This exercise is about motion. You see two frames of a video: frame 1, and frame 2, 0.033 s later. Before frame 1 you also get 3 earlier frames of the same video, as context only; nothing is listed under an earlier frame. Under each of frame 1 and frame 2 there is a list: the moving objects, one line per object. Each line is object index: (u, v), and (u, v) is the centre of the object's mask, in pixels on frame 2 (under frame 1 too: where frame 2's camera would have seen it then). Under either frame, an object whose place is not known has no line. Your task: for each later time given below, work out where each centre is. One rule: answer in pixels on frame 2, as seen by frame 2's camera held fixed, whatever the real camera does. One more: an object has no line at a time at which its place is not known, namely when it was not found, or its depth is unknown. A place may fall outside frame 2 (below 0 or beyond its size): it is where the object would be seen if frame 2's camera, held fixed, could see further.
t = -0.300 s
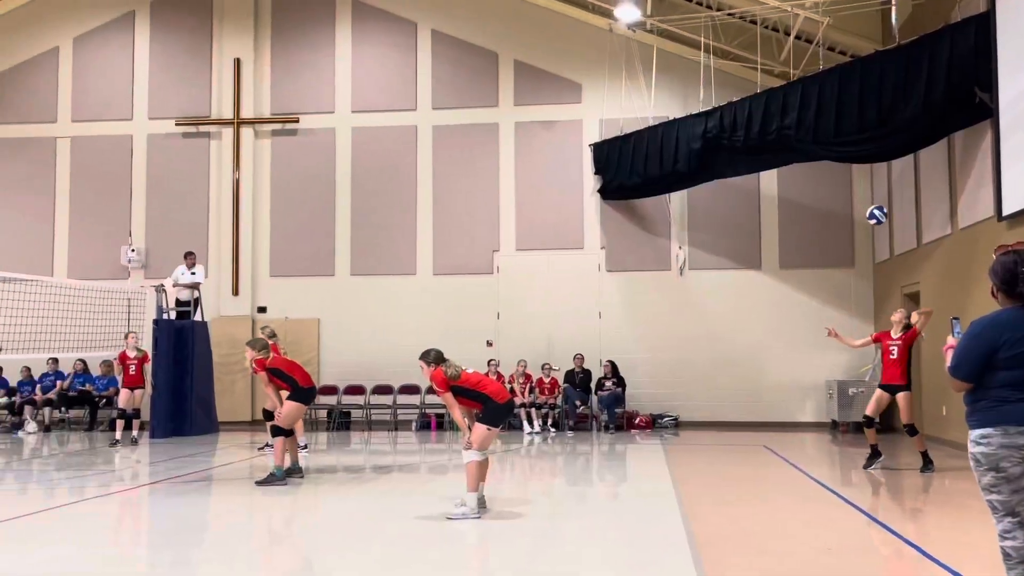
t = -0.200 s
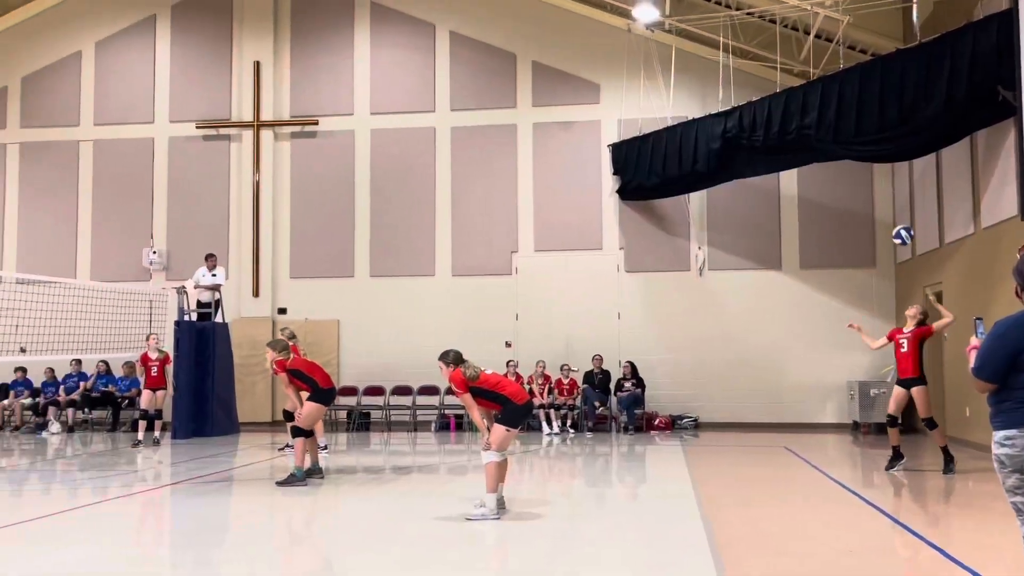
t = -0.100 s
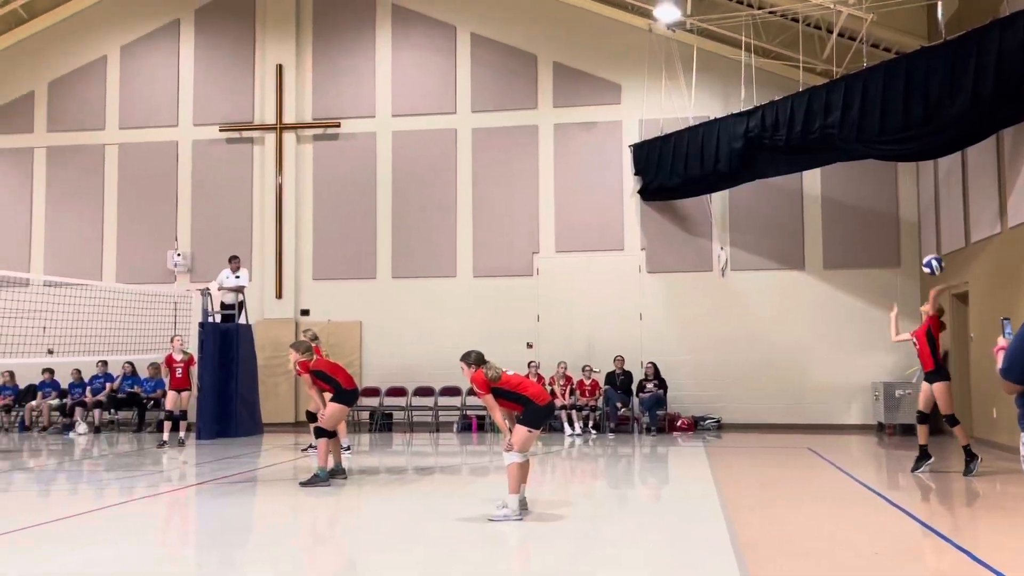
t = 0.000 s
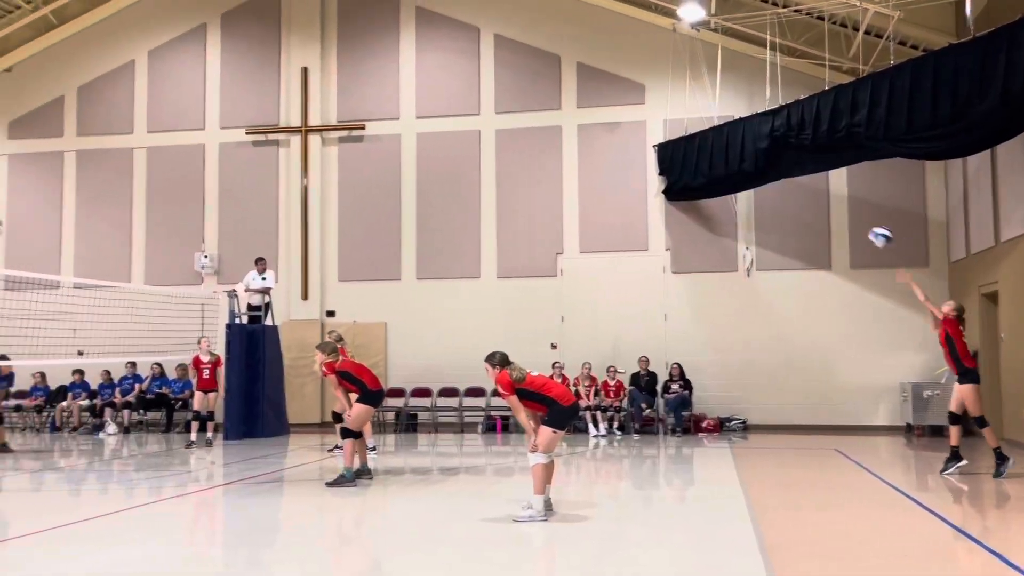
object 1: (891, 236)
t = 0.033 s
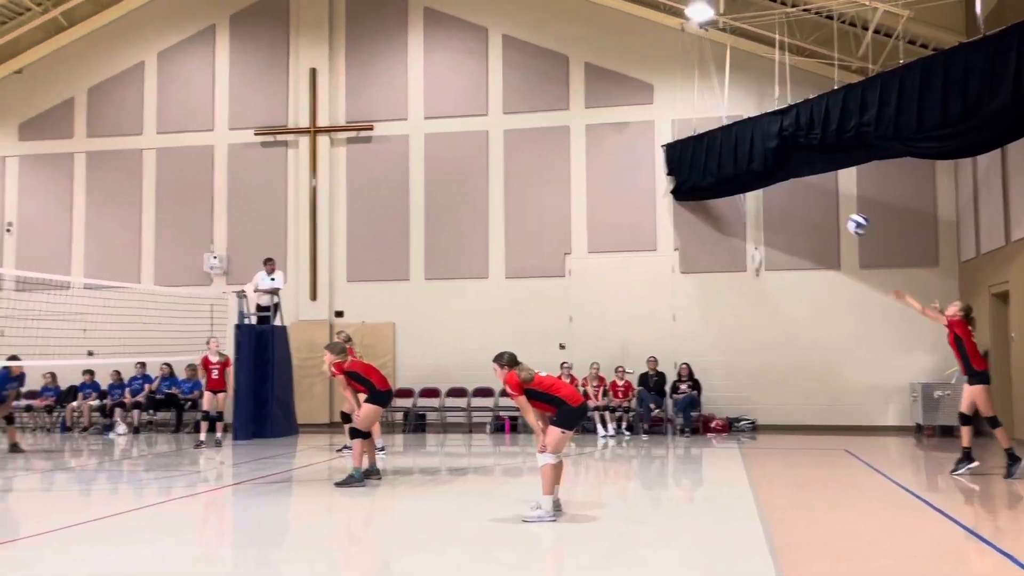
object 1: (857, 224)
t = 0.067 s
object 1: (827, 214)
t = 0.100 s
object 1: (795, 204)
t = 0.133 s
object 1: (766, 196)
